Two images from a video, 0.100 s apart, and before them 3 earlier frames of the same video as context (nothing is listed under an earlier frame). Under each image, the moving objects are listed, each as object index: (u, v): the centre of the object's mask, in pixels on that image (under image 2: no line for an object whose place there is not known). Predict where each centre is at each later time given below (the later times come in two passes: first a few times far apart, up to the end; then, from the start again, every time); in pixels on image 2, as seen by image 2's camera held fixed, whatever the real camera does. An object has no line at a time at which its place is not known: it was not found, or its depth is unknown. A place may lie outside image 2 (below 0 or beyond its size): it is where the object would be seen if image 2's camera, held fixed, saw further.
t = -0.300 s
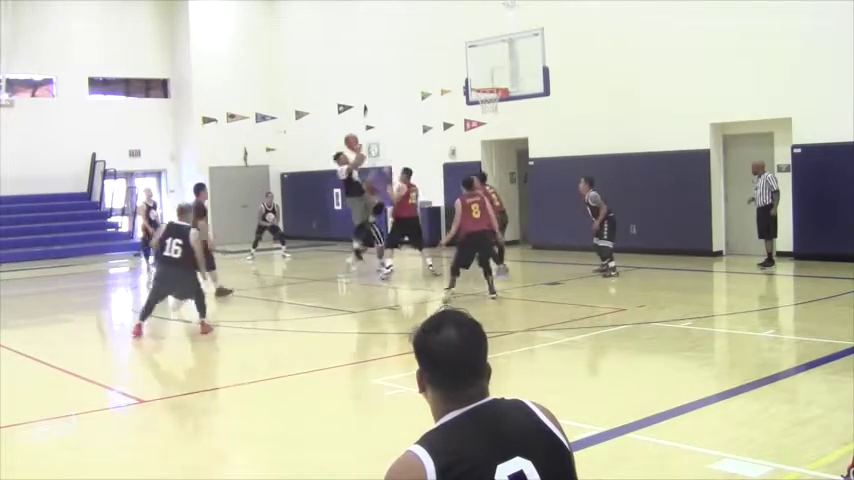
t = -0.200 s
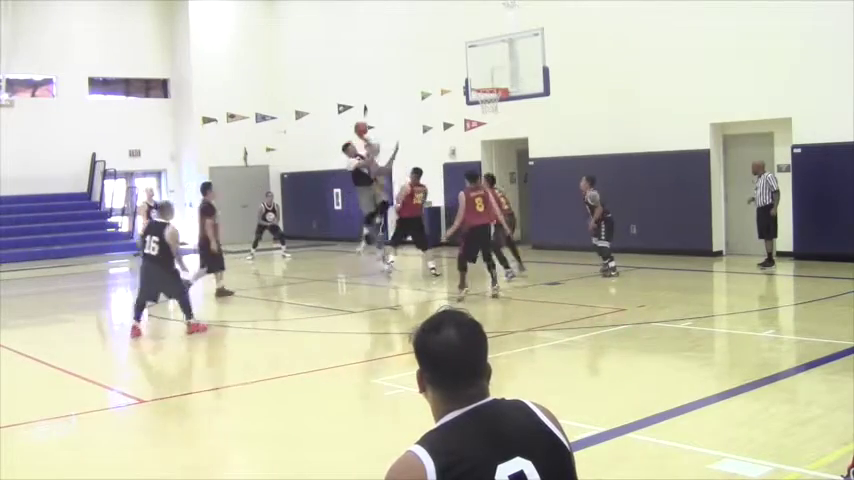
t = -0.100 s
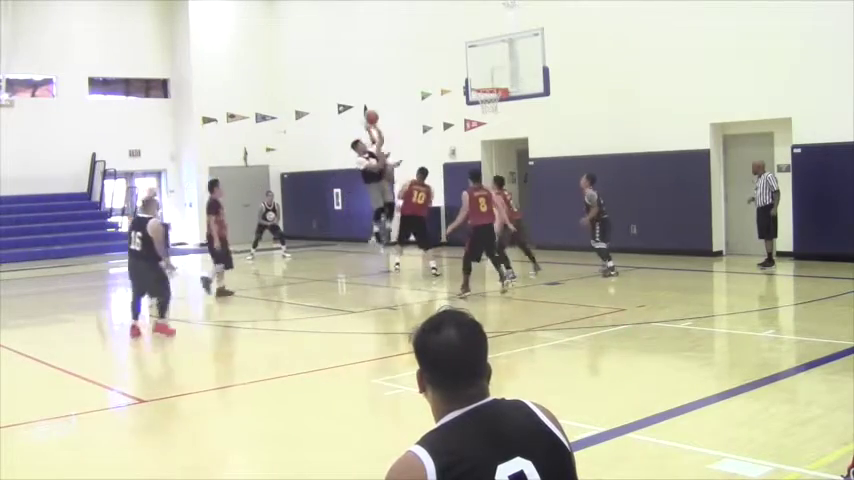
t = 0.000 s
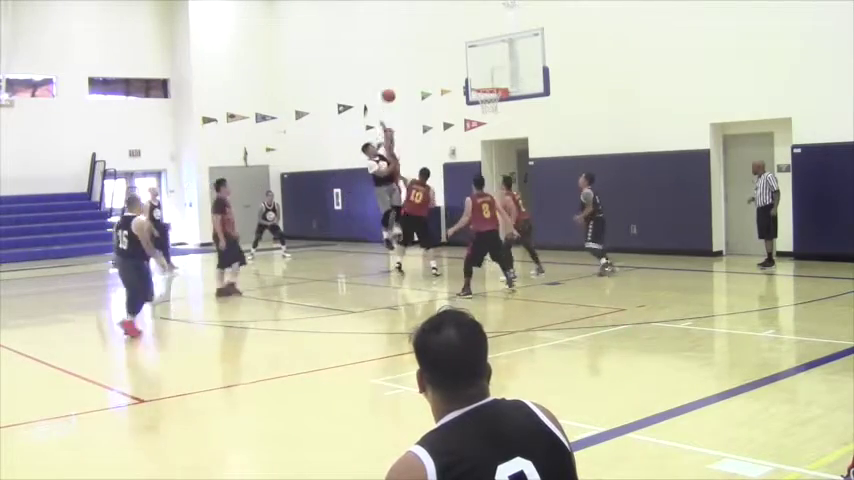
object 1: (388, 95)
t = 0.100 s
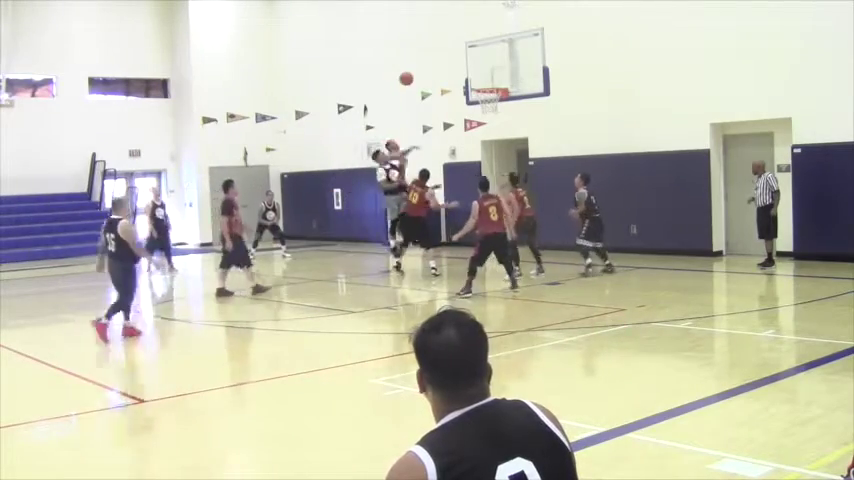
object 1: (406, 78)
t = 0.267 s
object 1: (436, 63)
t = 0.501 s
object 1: (480, 69)
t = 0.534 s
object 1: (486, 72)
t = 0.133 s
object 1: (412, 74)
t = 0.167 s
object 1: (418, 70)
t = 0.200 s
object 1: (424, 67)
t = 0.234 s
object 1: (430, 65)
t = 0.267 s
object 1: (436, 63)
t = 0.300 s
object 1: (442, 62)
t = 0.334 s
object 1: (448, 61)
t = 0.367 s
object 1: (455, 62)
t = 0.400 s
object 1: (461, 62)
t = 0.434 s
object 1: (467, 64)
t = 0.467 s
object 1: (473, 66)
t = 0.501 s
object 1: (480, 69)
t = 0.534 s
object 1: (486, 72)
